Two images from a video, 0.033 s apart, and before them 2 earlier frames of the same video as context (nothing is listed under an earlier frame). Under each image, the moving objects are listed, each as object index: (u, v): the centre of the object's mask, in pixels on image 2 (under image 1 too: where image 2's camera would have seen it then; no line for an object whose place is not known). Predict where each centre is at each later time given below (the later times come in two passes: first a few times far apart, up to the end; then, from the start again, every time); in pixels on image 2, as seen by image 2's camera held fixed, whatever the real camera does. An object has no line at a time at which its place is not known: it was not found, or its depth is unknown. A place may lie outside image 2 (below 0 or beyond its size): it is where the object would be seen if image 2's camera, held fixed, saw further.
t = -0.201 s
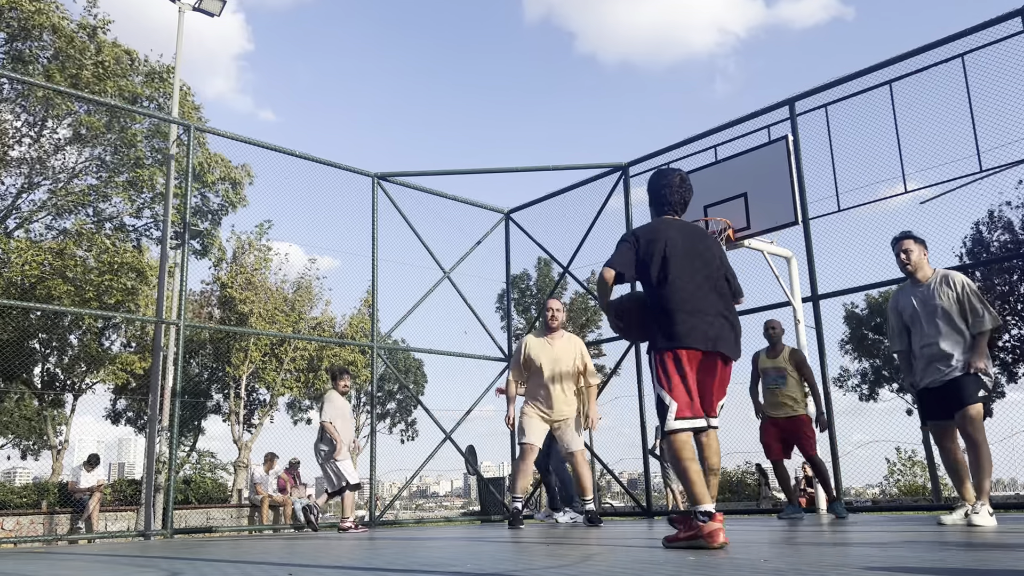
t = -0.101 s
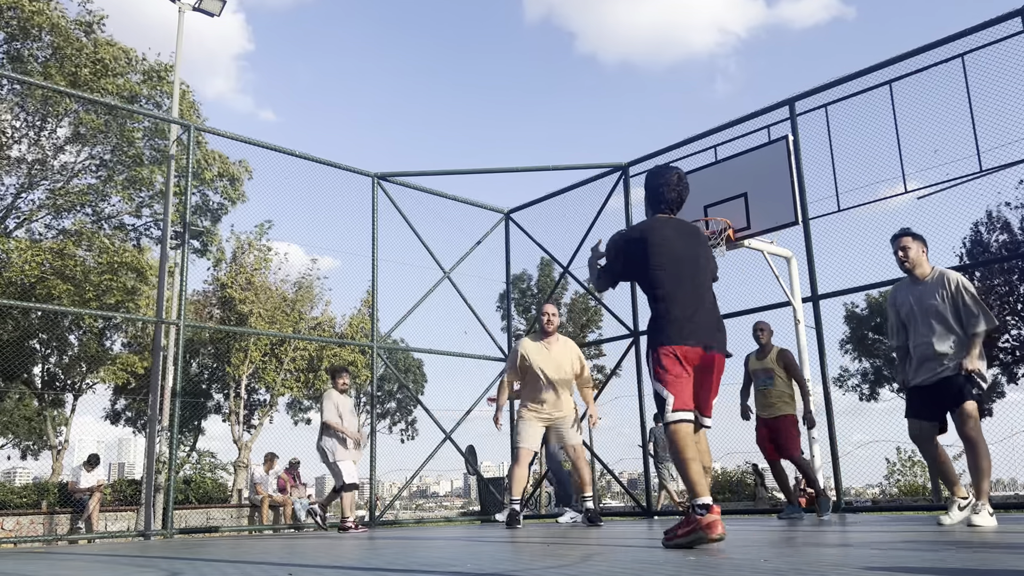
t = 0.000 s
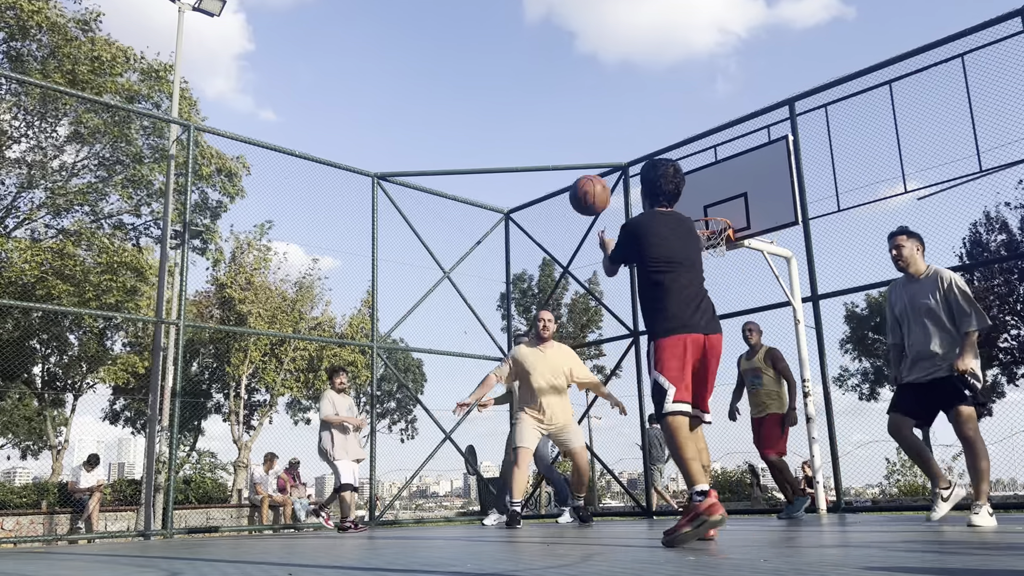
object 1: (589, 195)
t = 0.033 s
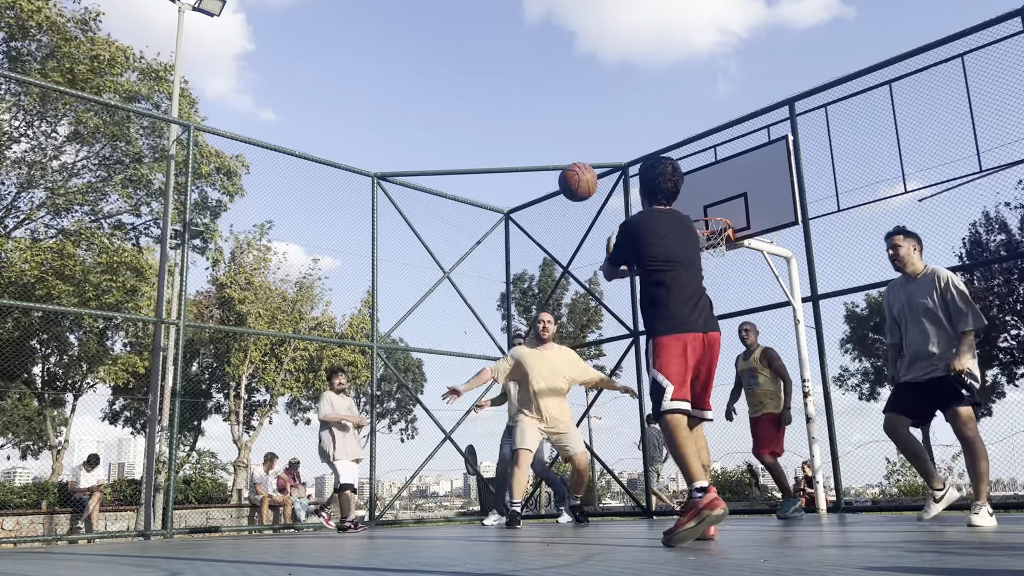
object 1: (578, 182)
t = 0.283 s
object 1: (518, 146)
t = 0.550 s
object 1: (484, 181)
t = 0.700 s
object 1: (473, 219)
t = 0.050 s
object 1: (572, 176)
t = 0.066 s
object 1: (567, 171)
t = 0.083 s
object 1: (562, 167)
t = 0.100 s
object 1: (558, 163)
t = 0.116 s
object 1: (553, 159)
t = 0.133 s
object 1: (549, 156)
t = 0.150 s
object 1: (545, 153)
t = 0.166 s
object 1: (541, 152)
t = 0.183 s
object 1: (537, 150)
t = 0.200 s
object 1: (533, 148)
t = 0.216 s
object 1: (530, 147)
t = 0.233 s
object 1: (527, 146)
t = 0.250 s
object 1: (524, 146)
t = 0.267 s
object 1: (521, 146)
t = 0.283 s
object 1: (518, 146)
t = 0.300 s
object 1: (515, 147)
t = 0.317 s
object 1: (512, 148)
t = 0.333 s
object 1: (510, 149)
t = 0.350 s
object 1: (507, 150)
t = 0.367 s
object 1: (505, 151)
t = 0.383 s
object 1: (503, 153)
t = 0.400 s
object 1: (500, 155)
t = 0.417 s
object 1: (498, 157)
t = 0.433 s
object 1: (496, 159)
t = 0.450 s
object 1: (494, 162)
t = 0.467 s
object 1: (493, 165)
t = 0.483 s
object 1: (491, 168)
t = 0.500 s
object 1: (489, 171)
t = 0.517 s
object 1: (487, 174)
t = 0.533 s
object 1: (486, 178)
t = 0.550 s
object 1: (484, 181)
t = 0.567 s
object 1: (483, 185)
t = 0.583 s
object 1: (481, 189)
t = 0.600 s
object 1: (480, 193)
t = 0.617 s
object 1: (479, 197)
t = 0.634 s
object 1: (477, 201)
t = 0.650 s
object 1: (477, 205)
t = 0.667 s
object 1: (475, 210)
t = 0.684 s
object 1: (474, 215)
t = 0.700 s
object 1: (473, 219)
